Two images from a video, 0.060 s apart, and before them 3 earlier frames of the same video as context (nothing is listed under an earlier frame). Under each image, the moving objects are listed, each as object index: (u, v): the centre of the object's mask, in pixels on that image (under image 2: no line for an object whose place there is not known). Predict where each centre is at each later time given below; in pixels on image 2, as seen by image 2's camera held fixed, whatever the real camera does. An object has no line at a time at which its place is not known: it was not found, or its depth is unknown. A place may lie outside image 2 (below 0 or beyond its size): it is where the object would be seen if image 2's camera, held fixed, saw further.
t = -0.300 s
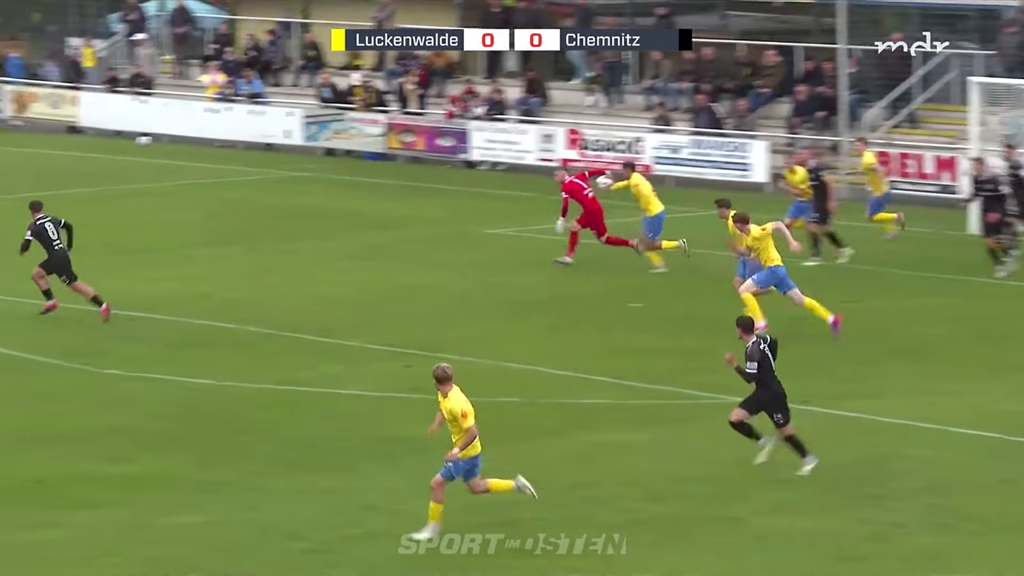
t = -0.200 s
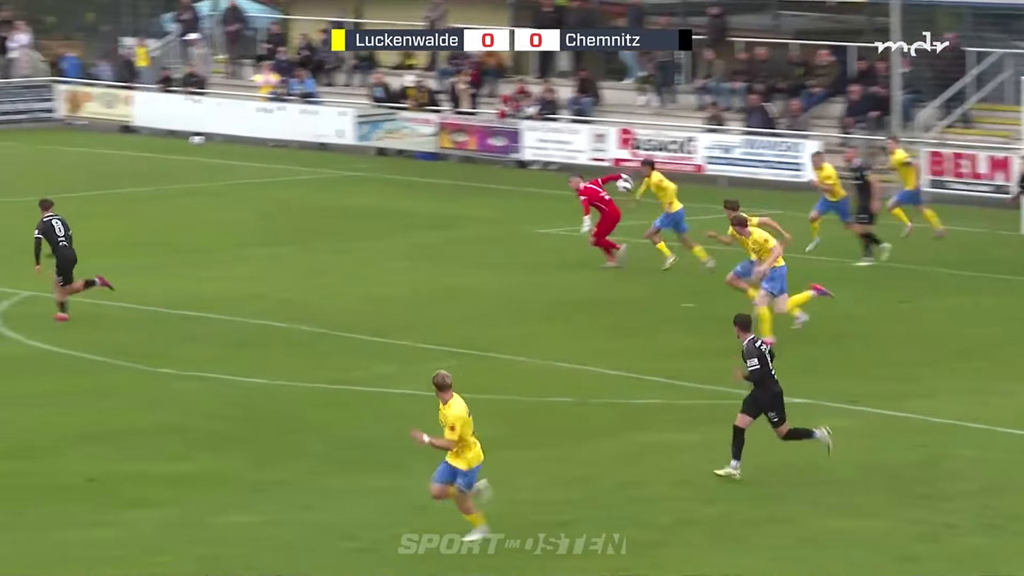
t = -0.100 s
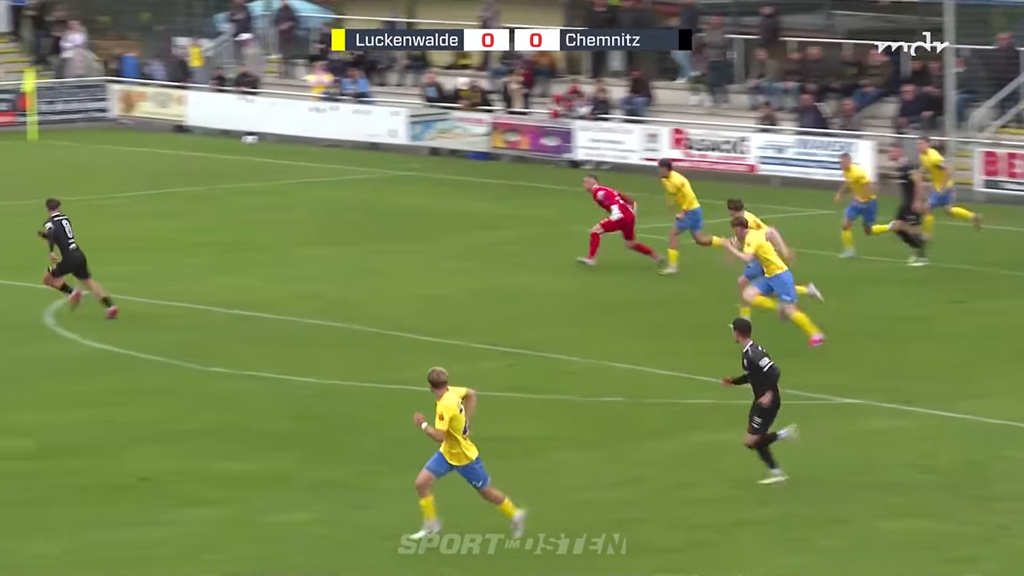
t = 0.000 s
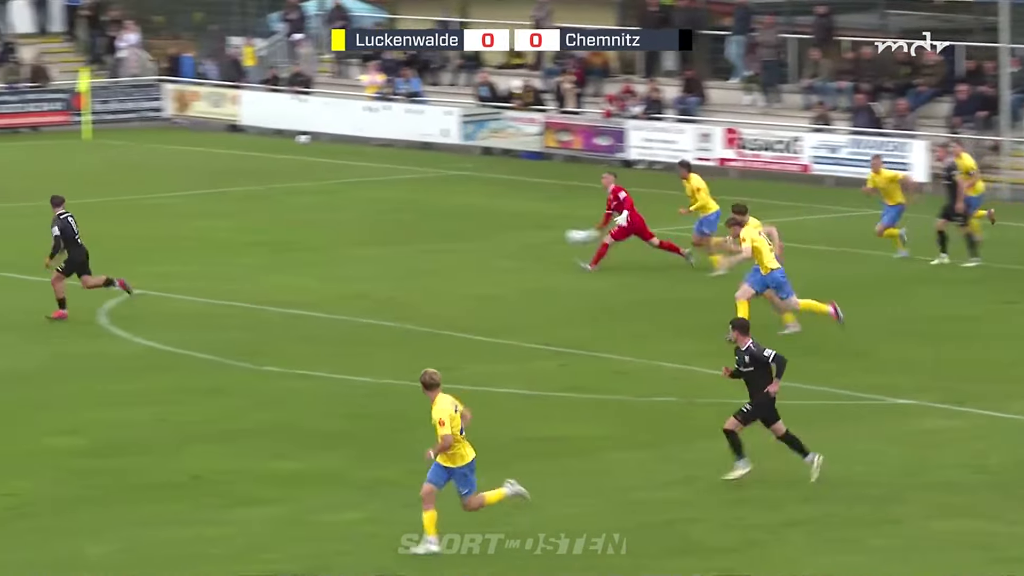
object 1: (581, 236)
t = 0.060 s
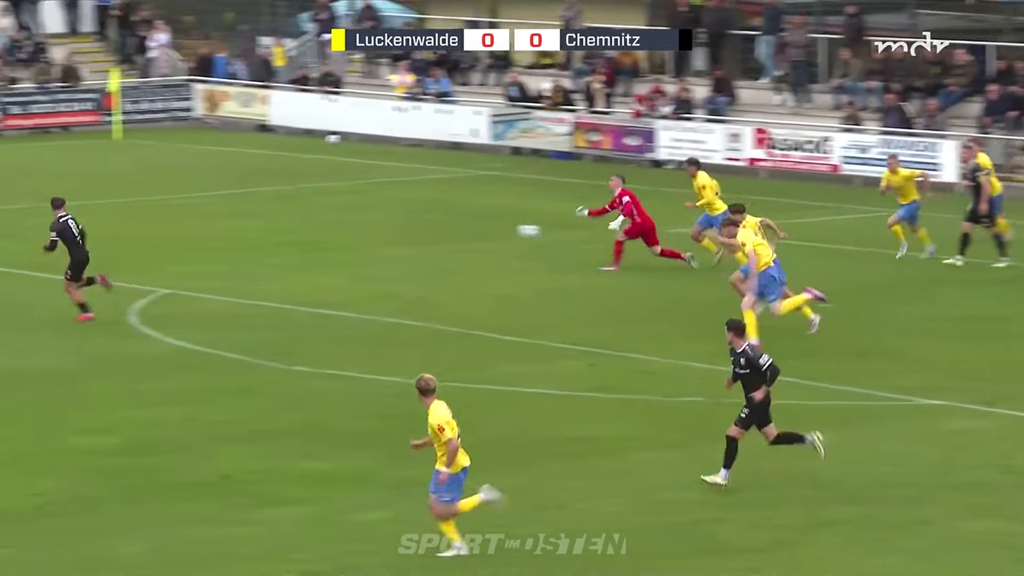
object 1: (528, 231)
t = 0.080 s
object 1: (506, 230)
